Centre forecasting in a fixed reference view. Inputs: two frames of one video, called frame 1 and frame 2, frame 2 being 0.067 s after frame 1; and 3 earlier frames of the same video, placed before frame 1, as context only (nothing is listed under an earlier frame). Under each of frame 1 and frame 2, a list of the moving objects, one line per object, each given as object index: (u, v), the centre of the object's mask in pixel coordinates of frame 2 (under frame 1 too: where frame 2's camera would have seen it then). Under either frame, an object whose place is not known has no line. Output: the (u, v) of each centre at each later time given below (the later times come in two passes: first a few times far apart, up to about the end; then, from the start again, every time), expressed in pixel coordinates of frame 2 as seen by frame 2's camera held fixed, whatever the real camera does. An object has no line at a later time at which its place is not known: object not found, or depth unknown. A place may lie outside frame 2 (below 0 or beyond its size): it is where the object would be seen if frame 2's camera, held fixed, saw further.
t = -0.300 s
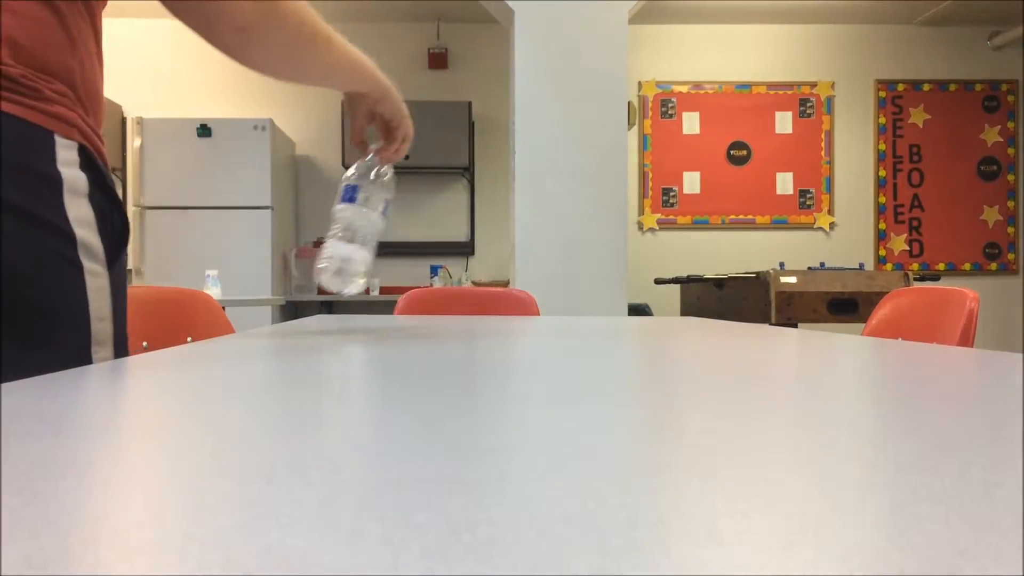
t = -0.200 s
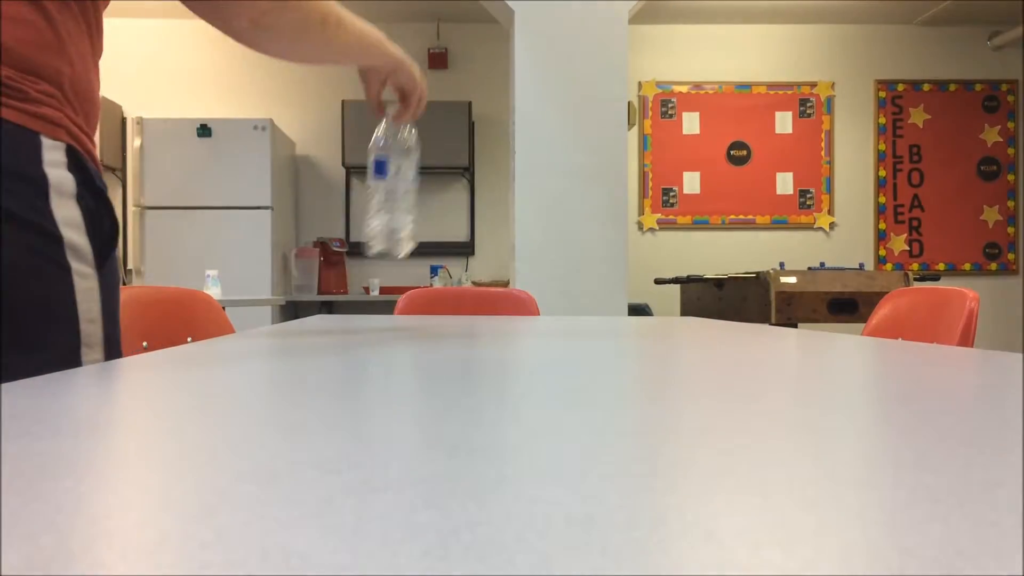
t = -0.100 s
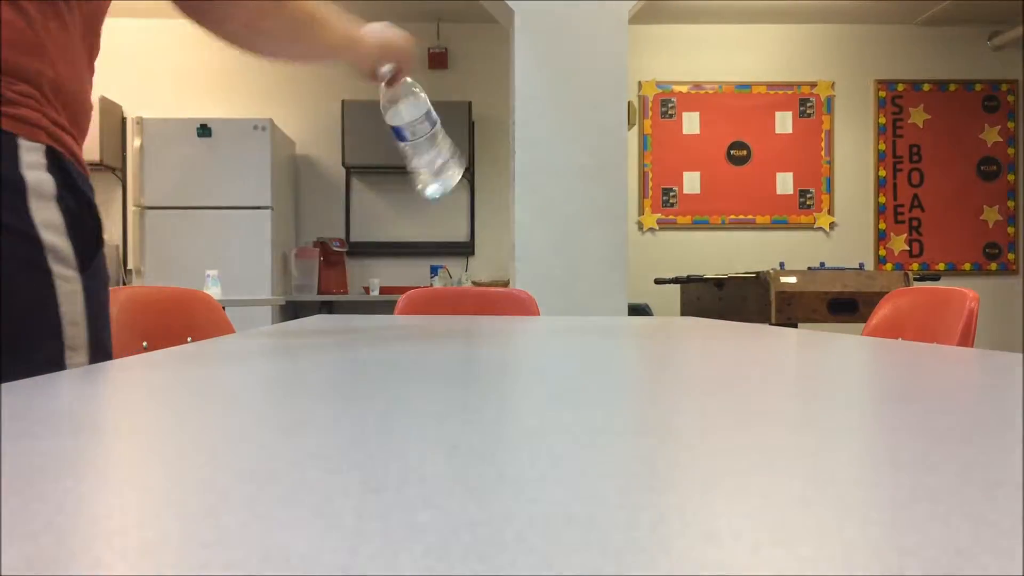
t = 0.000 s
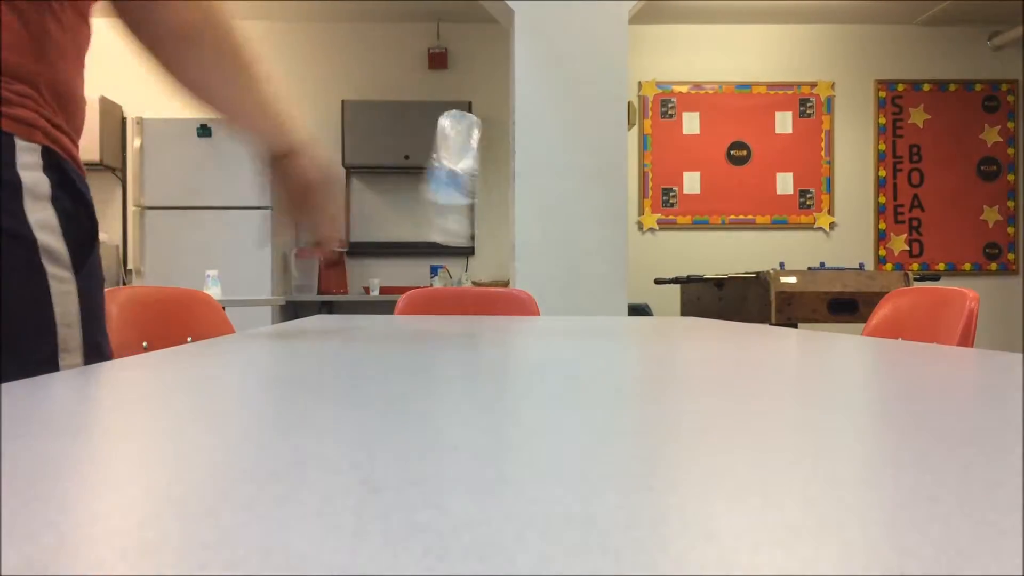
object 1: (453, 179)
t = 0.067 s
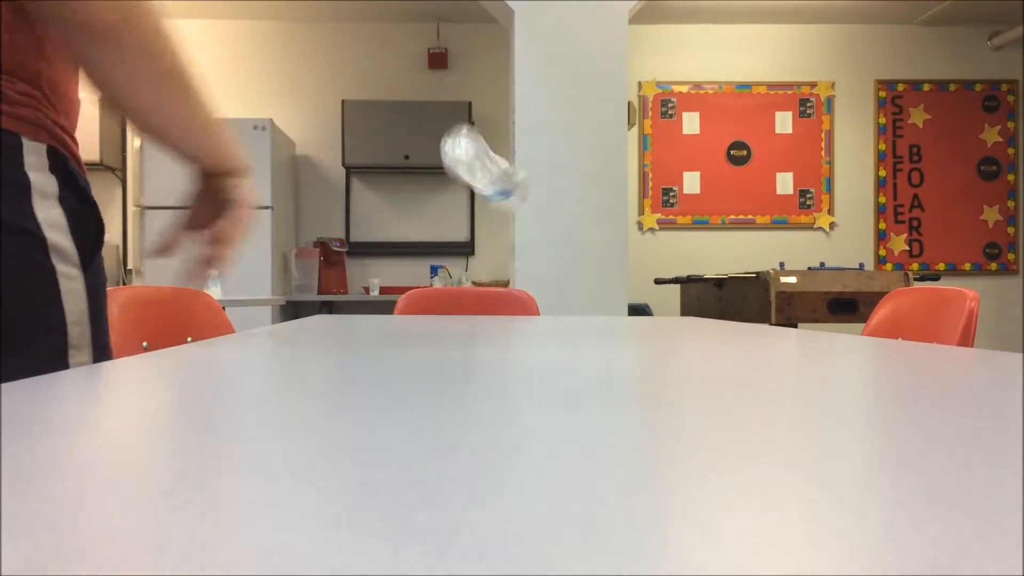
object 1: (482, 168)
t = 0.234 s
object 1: (511, 281)
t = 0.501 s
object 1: (526, 301)
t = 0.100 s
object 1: (486, 181)
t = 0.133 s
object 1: (493, 206)
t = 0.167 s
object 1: (499, 237)
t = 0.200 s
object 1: (506, 270)
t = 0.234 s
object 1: (511, 281)
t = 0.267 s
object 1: (518, 288)
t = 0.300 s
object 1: (524, 301)
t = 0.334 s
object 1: (526, 301)
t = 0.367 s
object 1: (527, 301)
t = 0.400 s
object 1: (528, 301)
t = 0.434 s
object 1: (528, 301)
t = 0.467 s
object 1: (527, 301)
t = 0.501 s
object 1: (526, 301)
